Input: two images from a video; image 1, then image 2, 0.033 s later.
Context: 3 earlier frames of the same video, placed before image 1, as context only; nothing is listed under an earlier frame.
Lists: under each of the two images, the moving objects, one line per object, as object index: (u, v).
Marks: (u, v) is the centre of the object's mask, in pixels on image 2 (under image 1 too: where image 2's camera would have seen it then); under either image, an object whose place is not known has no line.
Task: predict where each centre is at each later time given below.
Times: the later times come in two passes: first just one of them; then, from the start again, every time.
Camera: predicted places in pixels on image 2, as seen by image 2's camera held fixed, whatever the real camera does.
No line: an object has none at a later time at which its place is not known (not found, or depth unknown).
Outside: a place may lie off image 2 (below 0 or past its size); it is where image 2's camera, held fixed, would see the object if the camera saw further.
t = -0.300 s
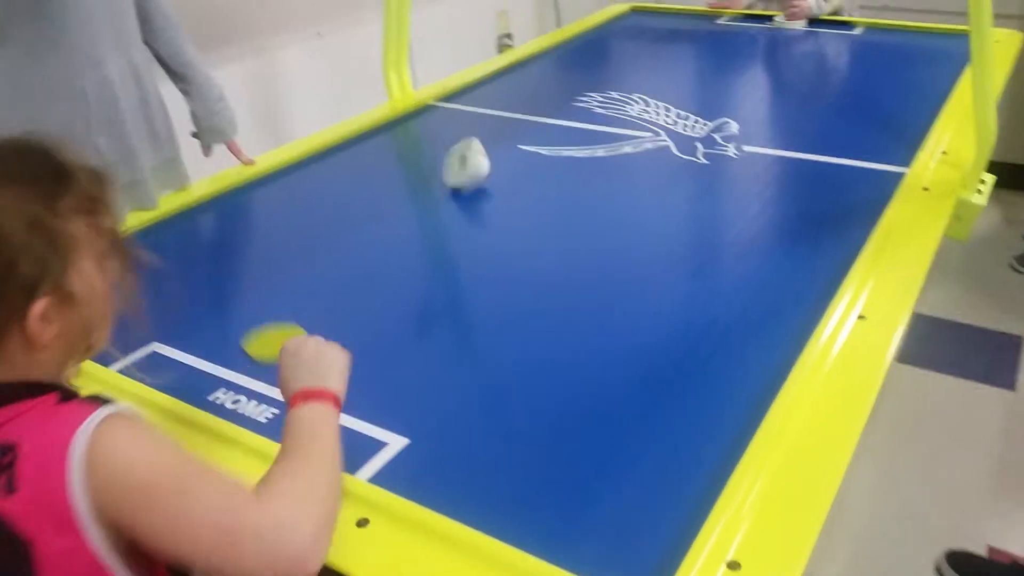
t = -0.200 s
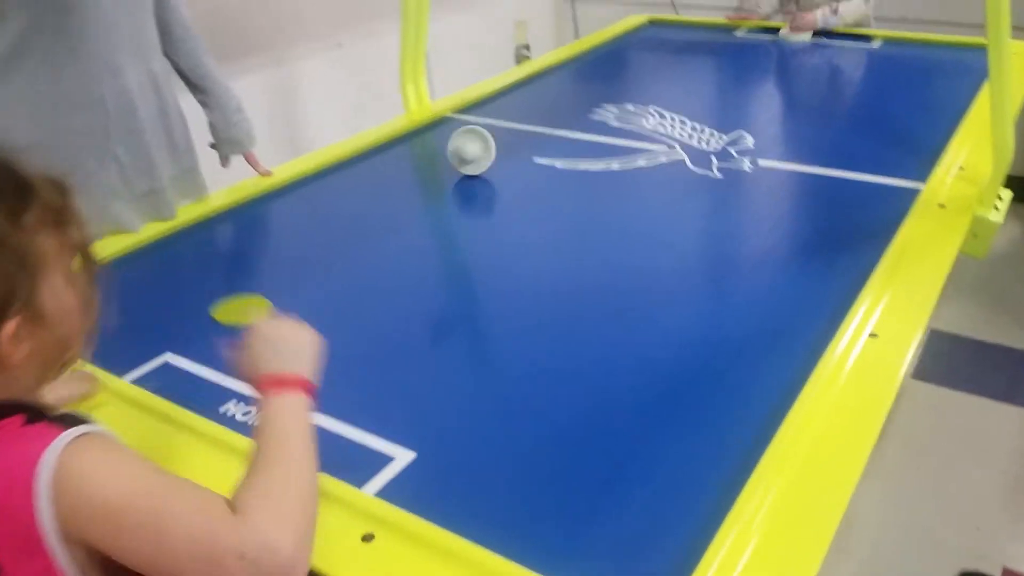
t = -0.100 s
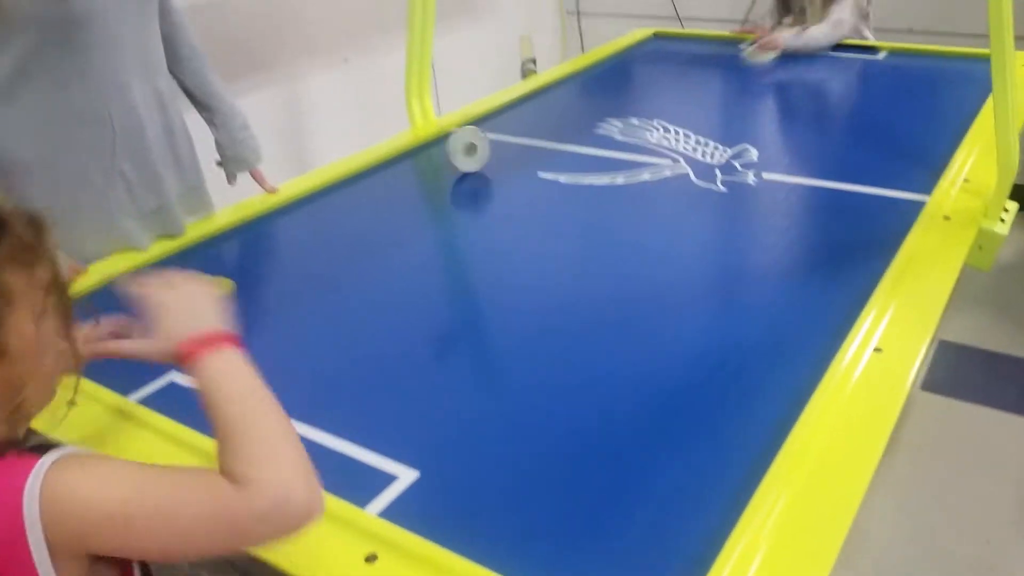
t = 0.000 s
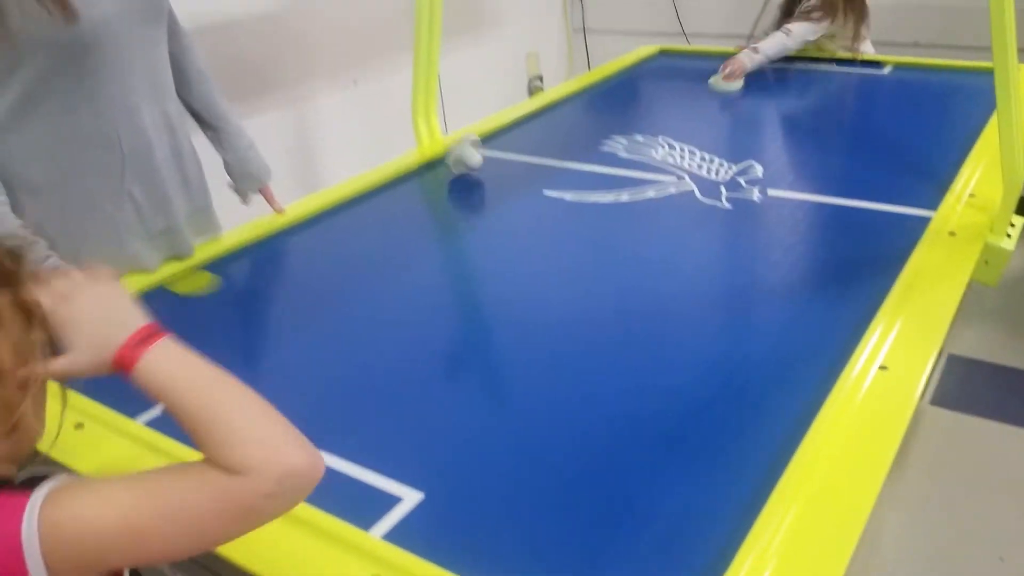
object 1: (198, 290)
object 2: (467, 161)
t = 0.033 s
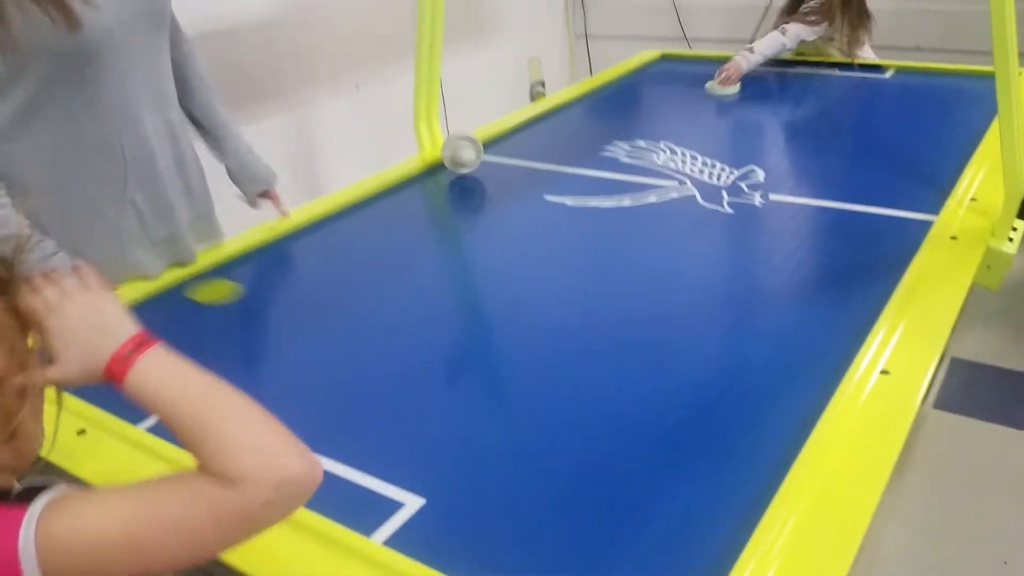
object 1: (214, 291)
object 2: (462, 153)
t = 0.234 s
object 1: (341, 309)
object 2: (447, 134)
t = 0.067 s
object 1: (234, 294)
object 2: (460, 150)
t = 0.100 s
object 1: (255, 298)
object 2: (455, 147)
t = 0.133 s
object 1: (275, 301)
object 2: (451, 144)
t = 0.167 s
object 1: (297, 304)
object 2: (451, 140)
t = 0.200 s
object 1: (318, 306)
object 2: (448, 134)
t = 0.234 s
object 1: (341, 309)
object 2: (447, 134)
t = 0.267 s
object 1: (363, 312)
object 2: (448, 132)
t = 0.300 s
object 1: (386, 315)
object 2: (446, 130)
